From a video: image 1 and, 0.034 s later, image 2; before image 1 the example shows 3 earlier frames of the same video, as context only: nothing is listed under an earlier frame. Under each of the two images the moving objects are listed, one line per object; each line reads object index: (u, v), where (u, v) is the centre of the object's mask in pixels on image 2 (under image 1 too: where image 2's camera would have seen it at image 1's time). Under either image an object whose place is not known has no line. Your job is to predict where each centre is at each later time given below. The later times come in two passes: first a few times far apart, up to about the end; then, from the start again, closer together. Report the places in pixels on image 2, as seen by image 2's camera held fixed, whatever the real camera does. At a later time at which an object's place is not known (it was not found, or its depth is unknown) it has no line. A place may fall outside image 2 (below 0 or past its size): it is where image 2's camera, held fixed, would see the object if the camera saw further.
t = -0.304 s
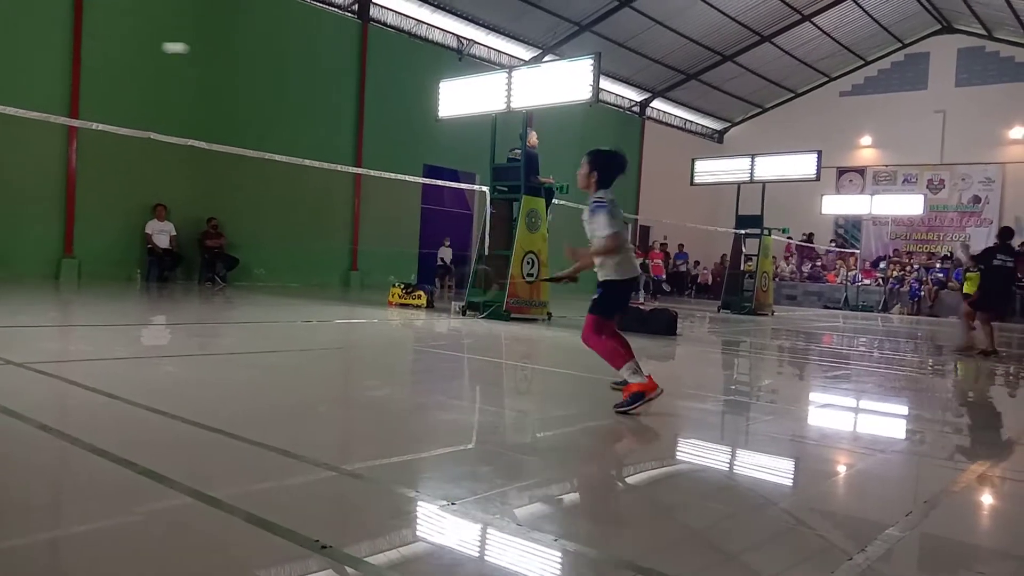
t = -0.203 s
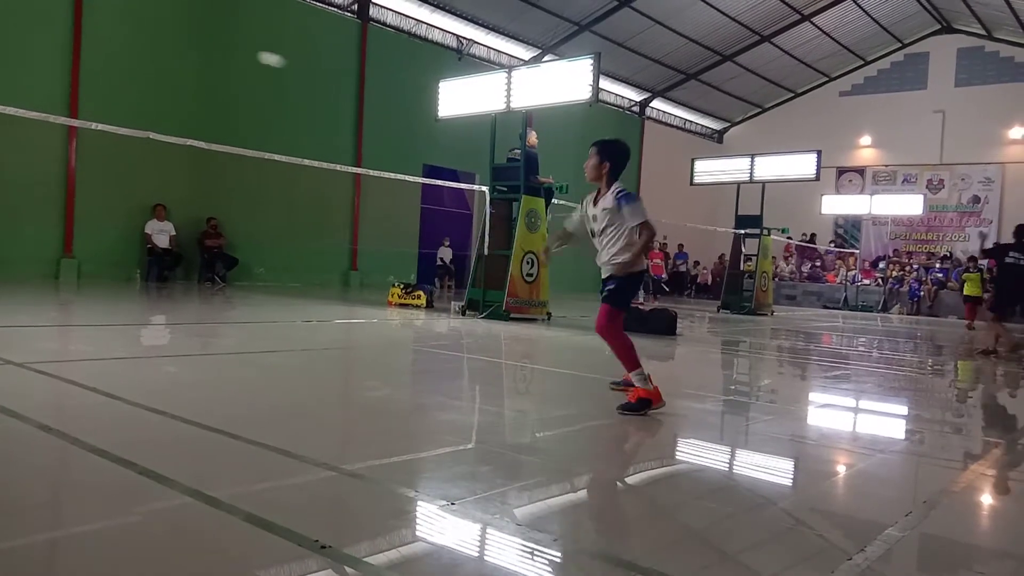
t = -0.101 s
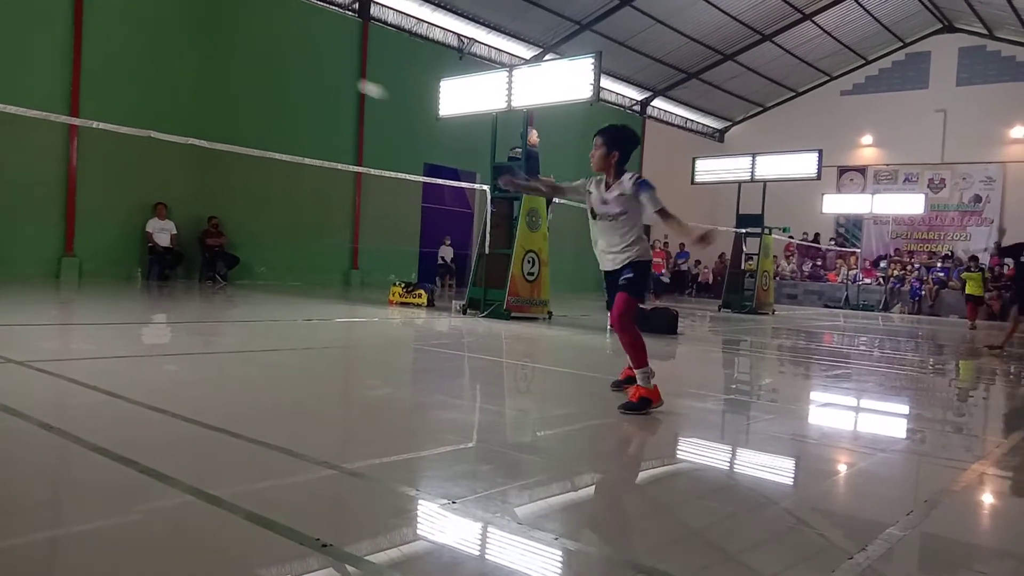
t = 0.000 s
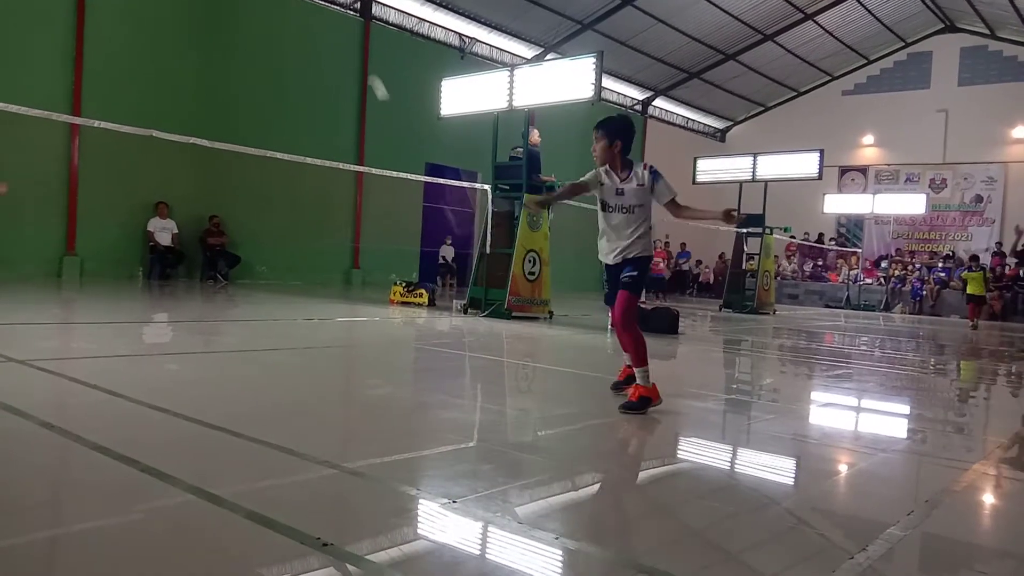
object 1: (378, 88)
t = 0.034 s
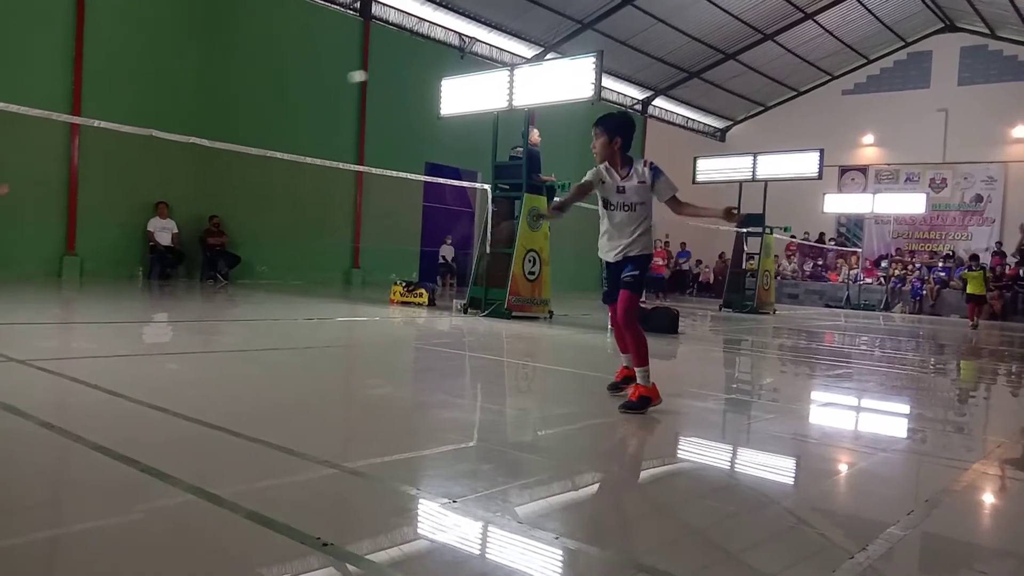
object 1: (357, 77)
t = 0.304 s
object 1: (288, 100)
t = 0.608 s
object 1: (259, 169)
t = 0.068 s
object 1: (340, 78)
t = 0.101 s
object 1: (329, 77)
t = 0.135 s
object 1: (320, 78)
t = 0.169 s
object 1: (312, 81)
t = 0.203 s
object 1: (305, 84)
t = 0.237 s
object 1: (299, 89)
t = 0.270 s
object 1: (293, 94)
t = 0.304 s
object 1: (288, 100)
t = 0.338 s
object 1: (284, 106)
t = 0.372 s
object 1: (281, 113)
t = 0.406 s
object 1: (277, 119)
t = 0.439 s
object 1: (274, 126)
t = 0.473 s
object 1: (271, 134)
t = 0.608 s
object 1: (259, 169)
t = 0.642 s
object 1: (257, 179)
